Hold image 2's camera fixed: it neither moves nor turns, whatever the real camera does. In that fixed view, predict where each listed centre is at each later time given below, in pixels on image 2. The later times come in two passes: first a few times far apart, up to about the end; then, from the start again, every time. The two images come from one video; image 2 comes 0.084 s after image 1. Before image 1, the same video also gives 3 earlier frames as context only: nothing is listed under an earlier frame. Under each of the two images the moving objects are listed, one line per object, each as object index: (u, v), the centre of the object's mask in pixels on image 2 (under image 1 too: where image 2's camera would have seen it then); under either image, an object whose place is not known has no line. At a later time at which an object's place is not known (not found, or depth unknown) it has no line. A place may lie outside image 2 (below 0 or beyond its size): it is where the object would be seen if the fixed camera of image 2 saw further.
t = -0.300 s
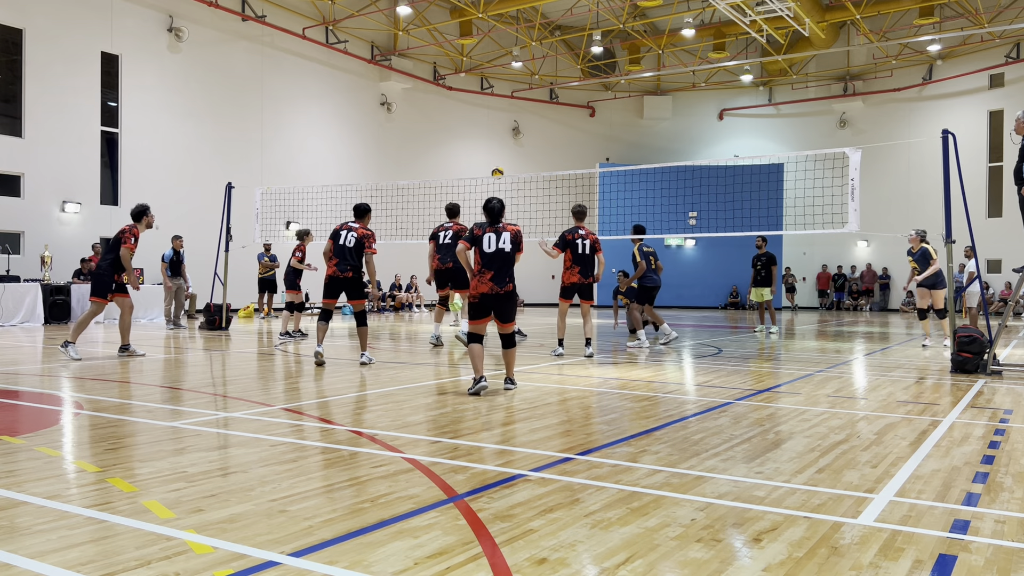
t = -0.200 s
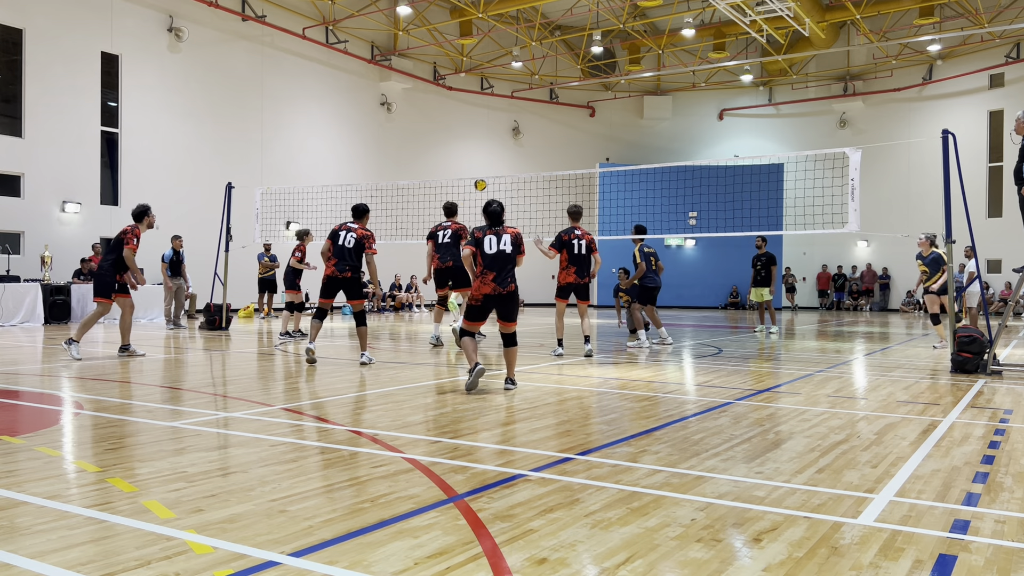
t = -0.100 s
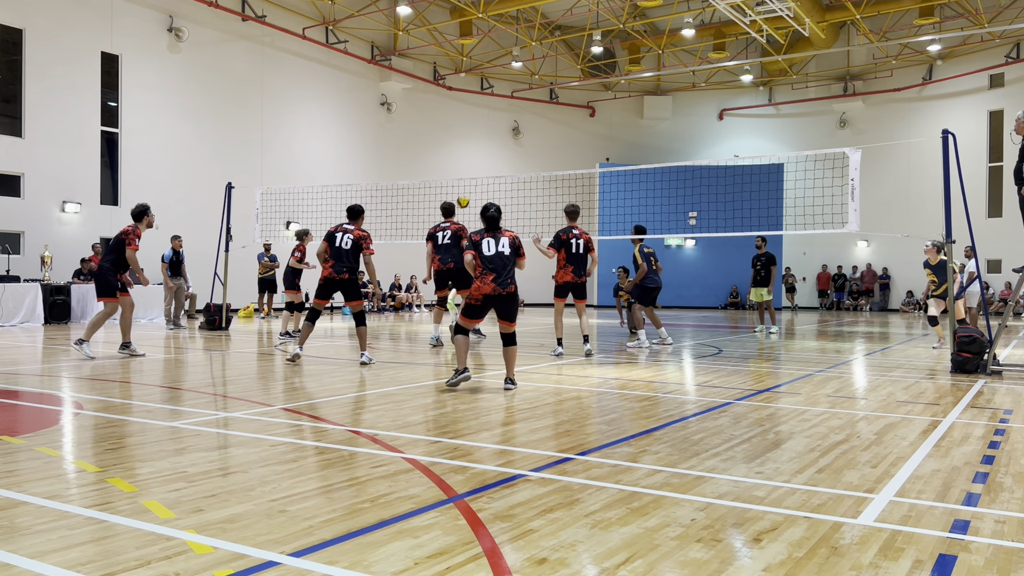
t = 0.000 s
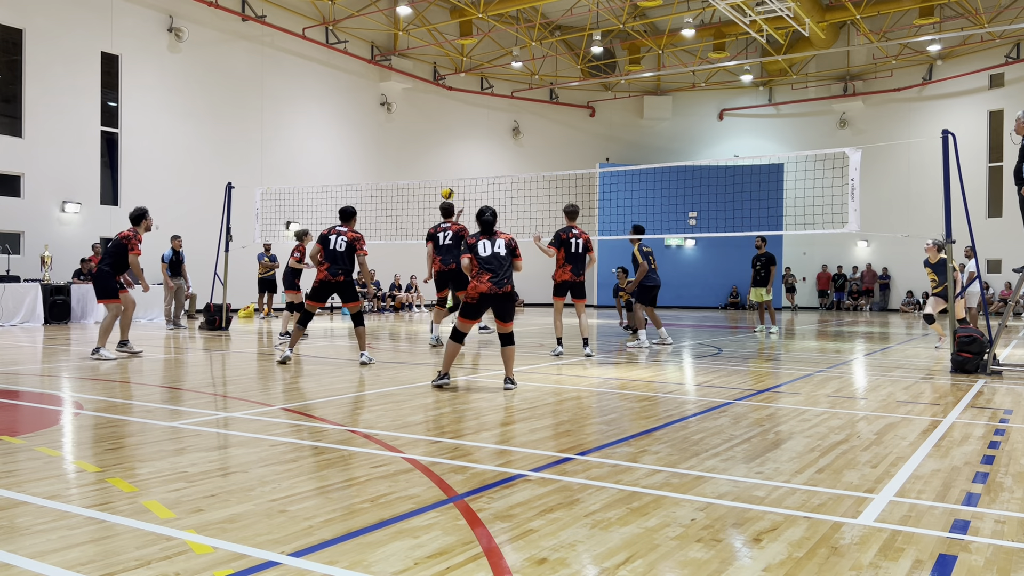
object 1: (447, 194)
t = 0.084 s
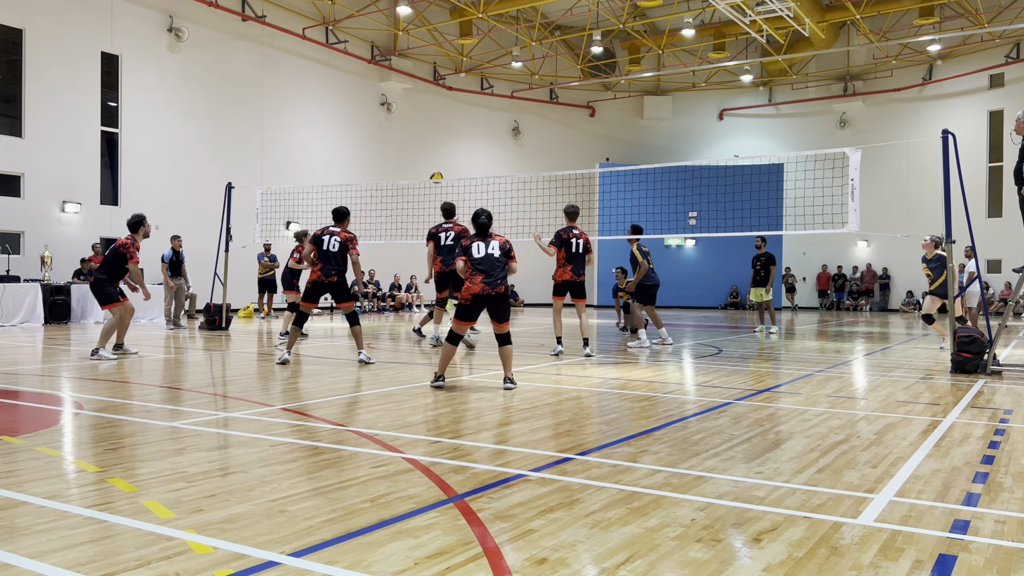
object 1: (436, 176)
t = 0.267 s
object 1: (411, 157)
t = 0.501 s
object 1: (379, 162)
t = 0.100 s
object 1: (434, 174)
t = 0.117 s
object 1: (432, 172)
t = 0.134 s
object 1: (429, 170)
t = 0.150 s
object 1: (427, 167)
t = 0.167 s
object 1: (425, 166)
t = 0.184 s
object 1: (422, 164)
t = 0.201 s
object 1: (420, 162)
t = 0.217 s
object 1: (418, 161)
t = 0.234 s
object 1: (415, 159)
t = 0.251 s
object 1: (413, 158)
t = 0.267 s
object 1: (411, 157)
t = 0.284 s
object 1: (409, 156)
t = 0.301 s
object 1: (406, 155)
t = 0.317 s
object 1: (404, 155)
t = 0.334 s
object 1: (402, 155)
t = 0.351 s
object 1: (399, 155)
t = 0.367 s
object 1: (397, 155)
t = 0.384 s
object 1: (395, 155)
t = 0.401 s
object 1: (393, 156)
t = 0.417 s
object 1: (390, 156)
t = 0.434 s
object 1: (388, 157)
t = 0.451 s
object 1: (386, 158)
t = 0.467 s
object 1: (384, 159)
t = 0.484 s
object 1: (382, 160)
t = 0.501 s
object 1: (379, 162)
